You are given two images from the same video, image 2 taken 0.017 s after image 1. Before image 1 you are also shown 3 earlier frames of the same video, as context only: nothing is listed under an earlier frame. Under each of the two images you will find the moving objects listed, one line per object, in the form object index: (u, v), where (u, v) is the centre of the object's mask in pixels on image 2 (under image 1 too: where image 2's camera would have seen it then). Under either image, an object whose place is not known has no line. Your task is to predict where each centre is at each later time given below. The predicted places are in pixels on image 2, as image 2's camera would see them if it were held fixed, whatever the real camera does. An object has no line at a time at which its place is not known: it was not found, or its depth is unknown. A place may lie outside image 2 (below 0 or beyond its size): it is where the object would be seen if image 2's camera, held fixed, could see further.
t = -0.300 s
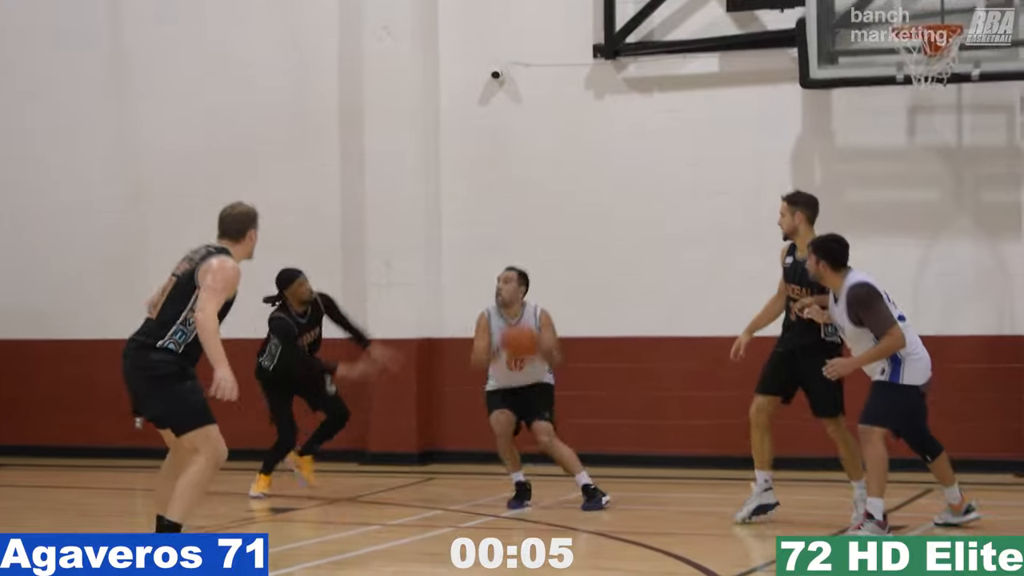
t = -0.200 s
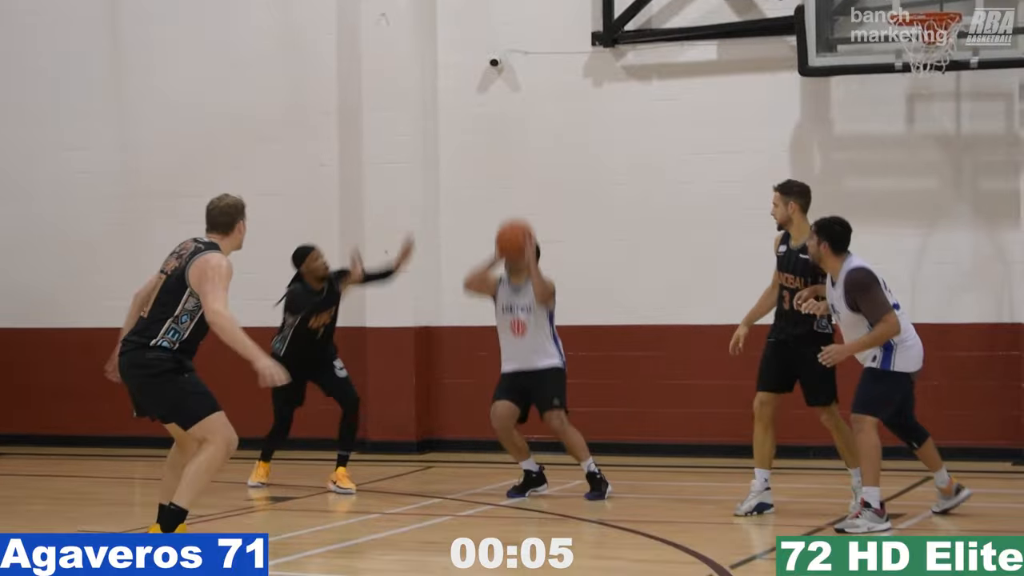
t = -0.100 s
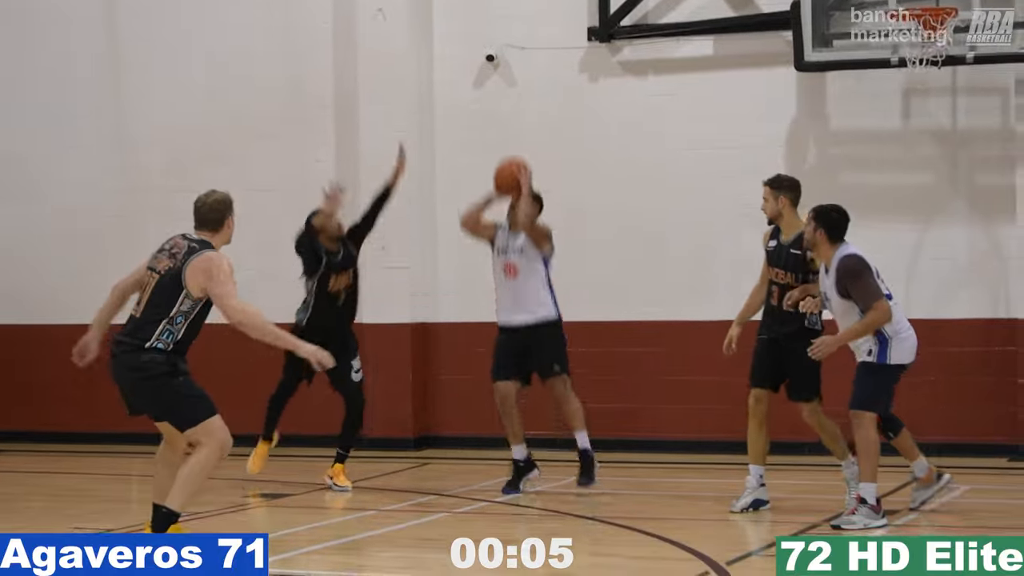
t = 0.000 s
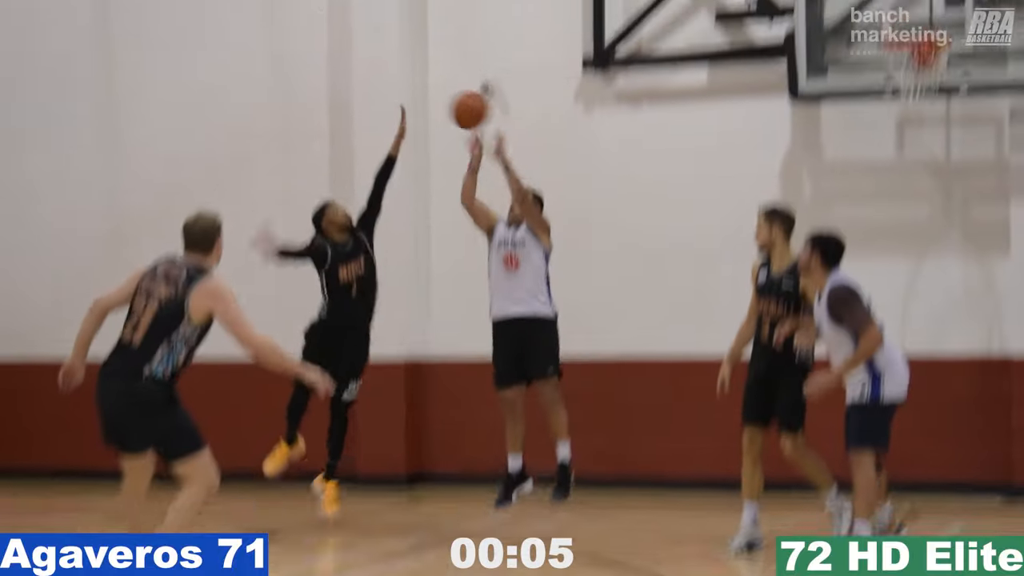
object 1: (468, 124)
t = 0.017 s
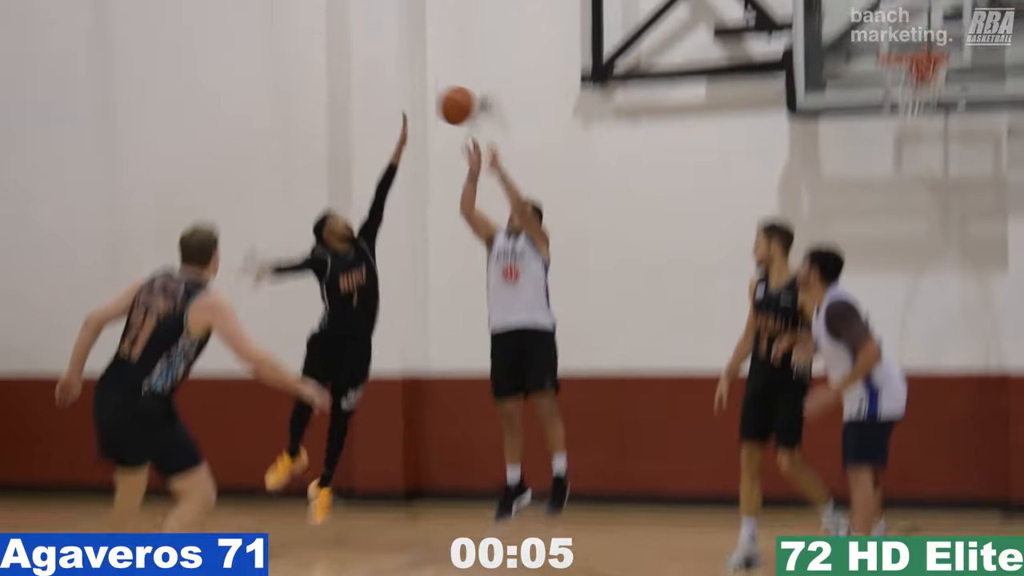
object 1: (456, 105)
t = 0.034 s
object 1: (445, 86)
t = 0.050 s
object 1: (433, 66)
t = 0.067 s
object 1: (423, 48)
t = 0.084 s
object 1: (411, 29)
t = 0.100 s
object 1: (400, 10)
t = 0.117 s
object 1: (387, -8)
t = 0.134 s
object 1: (374, -26)
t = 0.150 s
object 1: (361, -43)
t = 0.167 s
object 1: (348, -62)
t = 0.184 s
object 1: (334, -80)
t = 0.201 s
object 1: (320, -97)
